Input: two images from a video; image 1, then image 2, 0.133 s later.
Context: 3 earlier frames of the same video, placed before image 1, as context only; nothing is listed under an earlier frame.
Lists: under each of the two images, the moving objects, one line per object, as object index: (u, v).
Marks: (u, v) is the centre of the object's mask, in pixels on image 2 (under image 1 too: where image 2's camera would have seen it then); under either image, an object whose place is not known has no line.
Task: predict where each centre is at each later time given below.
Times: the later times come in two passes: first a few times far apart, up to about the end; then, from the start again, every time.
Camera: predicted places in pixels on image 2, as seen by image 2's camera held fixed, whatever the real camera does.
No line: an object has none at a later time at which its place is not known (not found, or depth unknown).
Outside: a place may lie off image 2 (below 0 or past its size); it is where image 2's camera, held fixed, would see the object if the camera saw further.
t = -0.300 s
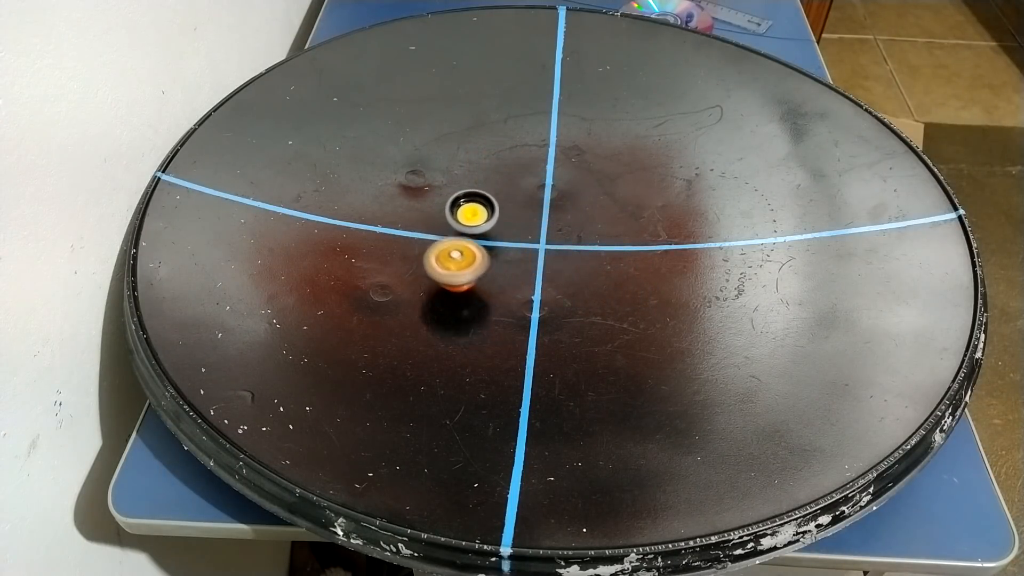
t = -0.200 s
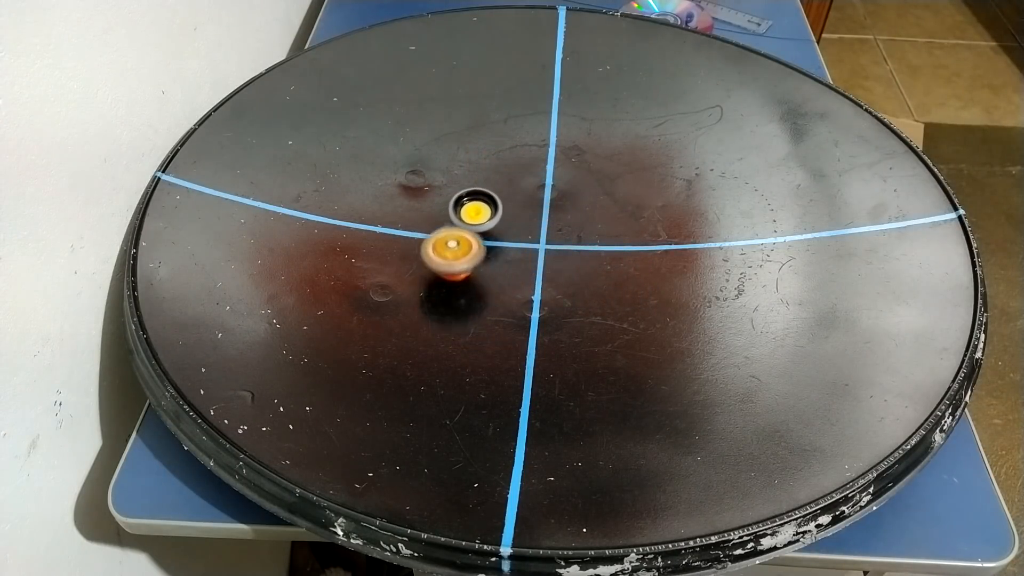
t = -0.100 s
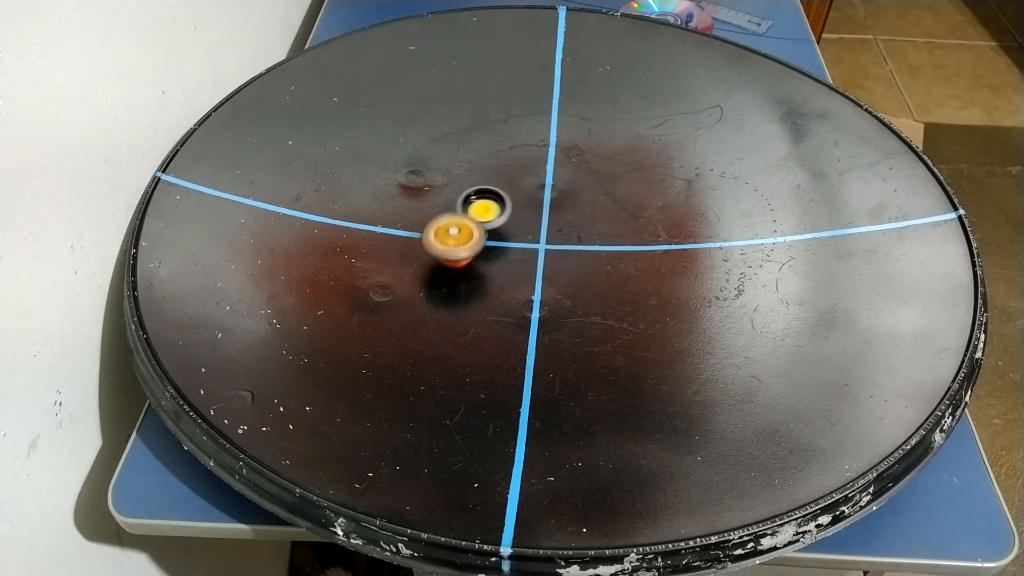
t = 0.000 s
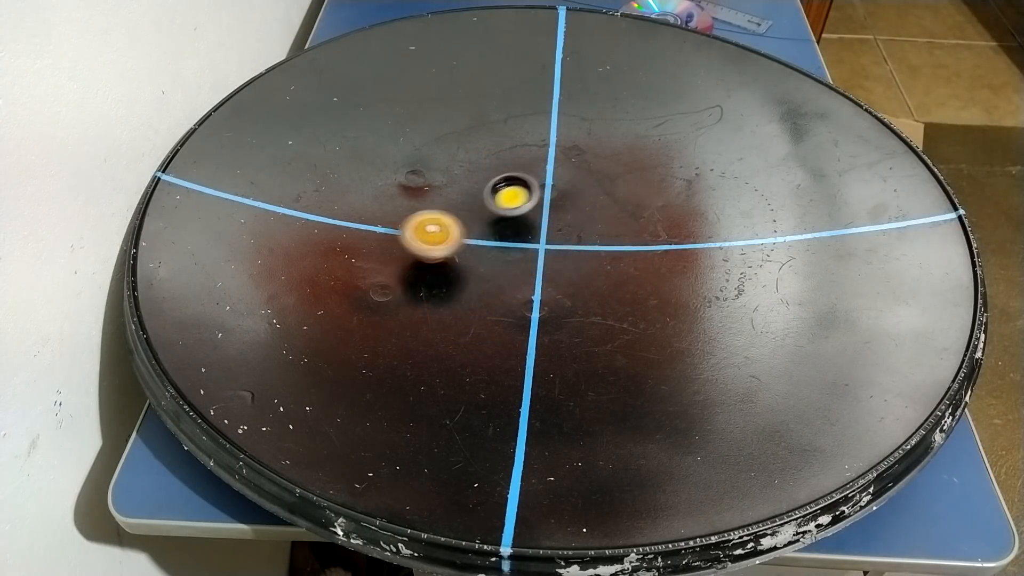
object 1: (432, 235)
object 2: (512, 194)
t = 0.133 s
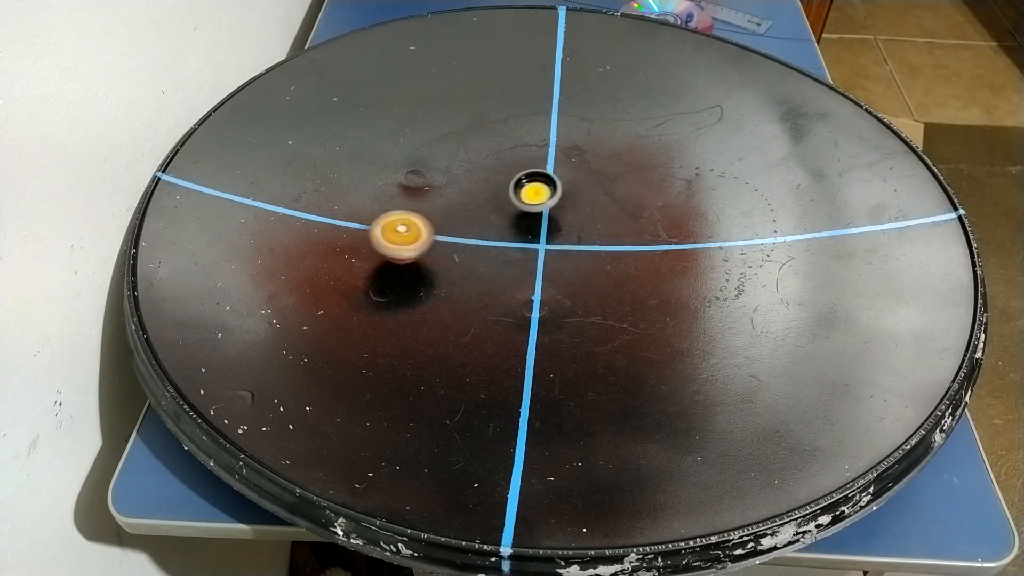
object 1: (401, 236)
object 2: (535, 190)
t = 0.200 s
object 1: (389, 235)
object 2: (540, 191)
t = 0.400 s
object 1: (376, 228)
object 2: (550, 194)
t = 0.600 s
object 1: (399, 219)
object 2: (553, 199)
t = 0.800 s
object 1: (449, 216)
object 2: (553, 203)
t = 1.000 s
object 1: (504, 218)
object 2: (557, 201)
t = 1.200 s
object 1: (477, 224)
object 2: (589, 209)
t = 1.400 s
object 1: (454, 227)
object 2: (582, 214)
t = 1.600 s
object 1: (442, 225)
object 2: (574, 218)
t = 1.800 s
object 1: (446, 221)
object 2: (559, 225)
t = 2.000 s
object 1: (467, 218)
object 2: (528, 233)
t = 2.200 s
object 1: (472, 192)
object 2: (510, 253)
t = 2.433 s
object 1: (492, 170)
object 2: (501, 252)
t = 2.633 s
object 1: (515, 169)
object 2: (493, 248)
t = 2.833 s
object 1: (533, 181)
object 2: (488, 242)
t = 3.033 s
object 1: (543, 205)
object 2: (484, 235)
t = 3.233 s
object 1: (537, 235)
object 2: (482, 229)
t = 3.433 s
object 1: (512, 259)
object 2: (483, 221)
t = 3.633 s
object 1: (481, 266)
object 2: (489, 217)
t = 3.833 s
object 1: (454, 257)
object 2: (495, 213)
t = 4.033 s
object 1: (445, 237)
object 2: (502, 210)
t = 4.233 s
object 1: (452, 210)
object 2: (511, 210)
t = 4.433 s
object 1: (441, 186)
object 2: (519, 215)
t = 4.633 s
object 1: (450, 175)
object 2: (525, 219)
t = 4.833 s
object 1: (458, 176)
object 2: (528, 224)
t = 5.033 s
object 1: (480, 183)
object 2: (527, 230)
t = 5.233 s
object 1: (511, 194)
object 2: (523, 238)
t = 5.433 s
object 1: (526, 157)
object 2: (517, 248)
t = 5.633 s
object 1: (543, 137)
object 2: (507, 248)
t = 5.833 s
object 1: (550, 140)
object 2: (496, 243)
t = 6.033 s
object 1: (547, 168)
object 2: (488, 237)
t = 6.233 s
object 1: (525, 205)
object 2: (481, 229)
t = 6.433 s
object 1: (532, 248)
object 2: (455, 218)
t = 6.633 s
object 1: (534, 289)
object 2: (453, 210)
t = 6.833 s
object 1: (516, 309)
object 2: (457, 205)
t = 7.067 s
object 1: (493, 297)
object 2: (467, 200)
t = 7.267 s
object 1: (484, 263)
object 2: (478, 199)
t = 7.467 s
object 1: (475, 238)
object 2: (502, 185)
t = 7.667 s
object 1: (452, 234)
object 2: (532, 171)
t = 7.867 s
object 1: (443, 223)
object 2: (538, 177)
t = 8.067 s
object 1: (451, 212)
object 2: (540, 185)
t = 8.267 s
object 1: (475, 205)
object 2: (541, 194)
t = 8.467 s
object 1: (480, 205)
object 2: (545, 202)
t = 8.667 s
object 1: (469, 211)
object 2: (536, 211)
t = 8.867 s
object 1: (463, 217)
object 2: (523, 218)
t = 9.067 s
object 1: (453, 223)
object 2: (514, 220)
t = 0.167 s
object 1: (395, 235)
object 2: (538, 191)
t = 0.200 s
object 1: (389, 235)
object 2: (540, 191)
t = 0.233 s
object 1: (384, 234)
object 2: (542, 191)
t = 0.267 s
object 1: (380, 232)
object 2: (544, 192)
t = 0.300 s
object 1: (378, 231)
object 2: (545, 192)
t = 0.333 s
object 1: (376, 230)
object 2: (547, 192)
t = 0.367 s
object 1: (376, 229)
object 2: (548, 193)
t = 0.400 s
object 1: (376, 228)
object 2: (550, 194)
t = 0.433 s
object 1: (376, 226)
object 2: (550, 194)
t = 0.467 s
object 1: (379, 224)
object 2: (551, 195)
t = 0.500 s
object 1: (383, 223)
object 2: (552, 196)
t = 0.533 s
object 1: (387, 221)
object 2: (552, 197)
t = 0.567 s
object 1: (393, 220)
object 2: (553, 198)
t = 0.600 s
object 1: (399, 219)
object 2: (553, 199)
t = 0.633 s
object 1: (406, 218)
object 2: (553, 200)
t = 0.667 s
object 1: (414, 217)
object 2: (553, 201)
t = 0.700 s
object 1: (422, 217)
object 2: (553, 202)
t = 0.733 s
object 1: (431, 216)
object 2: (553, 203)
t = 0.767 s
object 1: (440, 216)
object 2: (553, 203)
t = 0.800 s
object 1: (449, 216)
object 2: (553, 203)
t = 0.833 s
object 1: (459, 216)
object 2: (553, 202)
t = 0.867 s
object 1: (469, 216)
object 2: (554, 202)
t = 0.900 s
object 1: (478, 217)
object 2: (555, 202)
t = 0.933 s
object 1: (487, 217)
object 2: (555, 202)
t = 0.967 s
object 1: (496, 217)
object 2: (555, 202)
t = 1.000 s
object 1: (504, 218)
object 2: (557, 201)
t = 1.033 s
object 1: (502, 218)
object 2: (567, 202)
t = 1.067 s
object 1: (496, 219)
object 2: (578, 202)
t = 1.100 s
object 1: (491, 220)
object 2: (584, 204)
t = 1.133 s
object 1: (486, 222)
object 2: (588, 206)
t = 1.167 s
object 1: (482, 223)
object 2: (589, 208)
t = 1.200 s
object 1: (477, 224)
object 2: (589, 209)
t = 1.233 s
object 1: (472, 225)
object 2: (588, 210)
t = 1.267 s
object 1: (468, 226)
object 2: (587, 211)
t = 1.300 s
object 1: (463, 226)
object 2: (586, 211)
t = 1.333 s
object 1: (460, 227)
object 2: (584, 212)
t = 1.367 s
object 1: (456, 227)
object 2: (583, 213)
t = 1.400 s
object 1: (454, 227)
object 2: (582, 214)
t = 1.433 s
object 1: (451, 227)
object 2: (581, 215)
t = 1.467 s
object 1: (449, 227)
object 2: (580, 215)
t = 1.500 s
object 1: (447, 227)
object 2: (579, 216)
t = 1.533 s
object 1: (445, 226)
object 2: (578, 217)
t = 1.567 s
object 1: (443, 226)
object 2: (576, 217)
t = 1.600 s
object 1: (442, 225)
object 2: (574, 218)
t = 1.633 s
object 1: (442, 225)
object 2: (573, 219)
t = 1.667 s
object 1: (442, 224)
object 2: (571, 219)
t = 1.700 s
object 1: (442, 223)
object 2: (568, 220)
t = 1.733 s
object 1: (444, 222)
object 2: (566, 221)
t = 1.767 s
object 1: (445, 221)
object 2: (563, 223)
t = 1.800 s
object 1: (446, 221)
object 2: (559, 225)
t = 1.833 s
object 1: (449, 220)
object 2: (555, 226)
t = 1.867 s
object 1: (451, 220)
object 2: (549, 228)
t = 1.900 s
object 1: (455, 219)
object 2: (543, 229)
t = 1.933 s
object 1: (459, 219)
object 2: (538, 231)
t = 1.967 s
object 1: (463, 219)
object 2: (533, 232)
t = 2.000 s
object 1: (467, 218)
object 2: (528, 233)
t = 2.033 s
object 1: (469, 215)
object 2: (523, 237)
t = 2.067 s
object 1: (469, 210)
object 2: (521, 243)
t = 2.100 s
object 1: (469, 205)
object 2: (519, 247)
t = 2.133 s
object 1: (470, 200)
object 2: (515, 250)
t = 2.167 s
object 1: (471, 196)
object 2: (512, 252)
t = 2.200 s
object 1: (472, 192)
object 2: (510, 253)
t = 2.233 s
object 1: (474, 188)
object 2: (509, 253)
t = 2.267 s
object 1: (476, 184)
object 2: (508, 253)
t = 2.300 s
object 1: (479, 180)
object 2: (506, 253)
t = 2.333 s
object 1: (482, 177)
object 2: (505, 253)
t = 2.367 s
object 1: (485, 174)
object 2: (504, 252)
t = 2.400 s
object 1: (488, 172)
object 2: (503, 252)
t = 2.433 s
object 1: (492, 170)
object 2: (501, 252)
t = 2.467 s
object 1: (495, 169)
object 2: (500, 251)
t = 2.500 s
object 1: (499, 168)
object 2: (499, 251)
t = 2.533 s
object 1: (503, 168)
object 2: (497, 250)
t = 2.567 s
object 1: (507, 168)
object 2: (496, 249)
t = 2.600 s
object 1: (511, 168)
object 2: (495, 248)
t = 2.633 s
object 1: (515, 169)
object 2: (493, 248)
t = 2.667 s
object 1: (518, 171)
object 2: (492, 247)
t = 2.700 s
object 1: (522, 173)
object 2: (491, 246)
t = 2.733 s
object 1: (525, 175)
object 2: (490, 245)
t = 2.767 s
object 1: (528, 176)
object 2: (489, 244)
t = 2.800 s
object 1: (531, 179)
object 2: (489, 243)
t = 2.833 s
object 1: (533, 181)
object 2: (488, 242)
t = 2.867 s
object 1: (535, 184)
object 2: (487, 241)
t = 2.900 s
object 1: (537, 188)
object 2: (486, 240)
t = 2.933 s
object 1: (539, 192)
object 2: (486, 239)
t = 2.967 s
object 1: (540, 195)
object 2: (485, 238)
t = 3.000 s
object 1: (542, 200)
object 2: (485, 237)
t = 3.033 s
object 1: (543, 205)
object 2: (484, 235)
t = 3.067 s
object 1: (544, 210)
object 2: (484, 234)
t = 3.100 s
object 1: (544, 215)
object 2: (484, 233)
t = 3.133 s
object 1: (543, 220)
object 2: (484, 232)
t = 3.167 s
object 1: (542, 225)
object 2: (483, 231)
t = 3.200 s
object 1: (540, 230)
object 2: (483, 230)
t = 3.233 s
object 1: (537, 235)
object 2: (482, 229)
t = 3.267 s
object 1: (534, 240)
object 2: (482, 227)
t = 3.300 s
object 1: (530, 244)
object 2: (482, 226)
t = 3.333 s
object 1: (526, 249)
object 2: (482, 224)
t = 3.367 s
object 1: (522, 252)
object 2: (482, 223)
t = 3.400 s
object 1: (517, 256)
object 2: (483, 222)
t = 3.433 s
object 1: (512, 259)
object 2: (483, 221)
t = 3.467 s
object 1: (506, 261)
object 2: (485, 220)
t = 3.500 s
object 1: (501, 263)
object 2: (486, 219)
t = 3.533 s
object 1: (496, 265)
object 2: (487, 219)
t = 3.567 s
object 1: (491, 266)
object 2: (487, 218)
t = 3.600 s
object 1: (485, 266)
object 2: (488, 217)
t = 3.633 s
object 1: (481, 266)
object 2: (489, 217)
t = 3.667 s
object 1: (476, 266)
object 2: (490, 216)
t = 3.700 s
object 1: (471, 265)
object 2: (491, 215)
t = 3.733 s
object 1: (466, 264)
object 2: (492, 214)
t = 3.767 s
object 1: (461, 262)
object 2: (493, 214)
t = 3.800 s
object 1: (458, 260)
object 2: (494, 213)
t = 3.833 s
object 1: (454, 257)
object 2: (495, 213)
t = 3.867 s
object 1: (451, 255)
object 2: (496, 212)
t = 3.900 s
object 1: (449, 251)
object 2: (497, 212)
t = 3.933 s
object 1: (447, 248)
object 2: (498, 211)
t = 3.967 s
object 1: (446, 244)
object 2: (499, 211)
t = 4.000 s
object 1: (445, 241)
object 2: (501, 211)
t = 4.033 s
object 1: (445, 237)
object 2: (502, 210)
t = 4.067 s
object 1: (445, 232)
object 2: (503, 210)
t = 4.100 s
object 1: (446, 228)
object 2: (504, 210)
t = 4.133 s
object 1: (448, 224)
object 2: (505, 210)
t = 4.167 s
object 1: (450, 220)
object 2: (507, 210)
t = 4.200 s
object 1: (453, 215)
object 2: (508, 210)
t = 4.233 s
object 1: (452, 210)
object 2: (511, 210)
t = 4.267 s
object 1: (450, 205)
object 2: (514, 211)
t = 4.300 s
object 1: (447, 201)
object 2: (515, 213)
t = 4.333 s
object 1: (445, 197)
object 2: (516, 214)
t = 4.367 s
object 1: (443, 194)
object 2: (517, 214)
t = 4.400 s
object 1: (442, 190)
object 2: (518, 215)
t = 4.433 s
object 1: (441, 186)
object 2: (519, 215)
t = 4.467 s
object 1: (441, 183)
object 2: (520, 216)
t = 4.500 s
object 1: (442, 181)
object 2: (521, 217)
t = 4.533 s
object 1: (443, 179)
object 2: (522, 217)
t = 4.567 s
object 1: (445, 177)
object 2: (523, 218)
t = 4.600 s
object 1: (448, 175)
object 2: (524, 219)
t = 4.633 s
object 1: (450, 175)
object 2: (525, 219)
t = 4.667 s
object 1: (452, 175)
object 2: (526, 220)
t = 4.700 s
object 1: (454, 175)
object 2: (526, 221)
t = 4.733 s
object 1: (455, 175)
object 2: (527, 222)
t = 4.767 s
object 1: (456, 175)
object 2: (527, 223)
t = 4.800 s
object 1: (457, 175)
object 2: (527, 224)
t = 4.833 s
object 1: (458, 176)
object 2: (528, 224)
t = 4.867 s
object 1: (461, 177)
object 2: (528, 225)
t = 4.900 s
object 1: (464, 177)
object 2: (528, 226)
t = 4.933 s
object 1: (468, 179)
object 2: (528, 227)
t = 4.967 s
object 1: (472, 180)
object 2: (527, 228)
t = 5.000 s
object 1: (476, 182)
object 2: (527, 229)
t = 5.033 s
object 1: (480, 183)
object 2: (527, 230)
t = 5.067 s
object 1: (485, 186)
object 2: (526, 231)
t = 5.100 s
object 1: (491, 189)
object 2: (526, 232)
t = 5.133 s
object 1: (497, 192)
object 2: (525, 233)
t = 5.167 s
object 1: (502, 194)
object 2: (524, 233)
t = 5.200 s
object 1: (507, 196)
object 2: (524, 235)
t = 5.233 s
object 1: (511, 194)
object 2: (523, 238)
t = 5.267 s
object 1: (514, 189)
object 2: (525, 242)
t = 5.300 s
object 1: (516, 183)
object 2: (524, 245)
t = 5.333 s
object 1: (518, 176)
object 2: (522, 247)
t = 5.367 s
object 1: (520, 170)
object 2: (521, 248)
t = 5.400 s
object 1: (523, 163)
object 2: (519, 248)
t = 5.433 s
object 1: (526, 157)
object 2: (517, 248)
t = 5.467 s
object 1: (529, 152)
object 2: (516, 249)
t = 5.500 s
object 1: (532, 148)
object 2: (514, 249)
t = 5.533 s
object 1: (535, 145)
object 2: (512, 248)
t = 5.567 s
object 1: (538, 141)
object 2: (511, 248)
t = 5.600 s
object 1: (540, 139)
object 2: (509, 248)
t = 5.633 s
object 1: (543, 137)
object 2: (507, 248)
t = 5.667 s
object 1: (544, 136)
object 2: (505, 247)
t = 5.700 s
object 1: (545, 136)
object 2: (503, 246)
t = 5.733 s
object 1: (547, 136)
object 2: (501, 246)
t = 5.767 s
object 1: (548, 136)
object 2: (500, 245)
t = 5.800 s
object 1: (549, 138)
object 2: (498, 244)
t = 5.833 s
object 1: (550, 140)
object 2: (496, 243)
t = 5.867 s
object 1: (550, 143)
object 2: (495, 243)
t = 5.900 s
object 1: (550, 147)
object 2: (494, 241)
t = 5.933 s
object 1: (550, 151)
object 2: (492, 240)
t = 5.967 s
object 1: (550, 156)
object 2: (491, 239)
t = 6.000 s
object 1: (550, 162)
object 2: (490, 238)
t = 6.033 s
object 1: (547, 168)
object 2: (488, 237)
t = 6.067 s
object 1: (544, 174)
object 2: (487, 236)
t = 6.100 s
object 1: (542, 180)
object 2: (486, 234)
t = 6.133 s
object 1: (538, 186)
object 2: (485, 233)
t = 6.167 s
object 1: (533, 192)
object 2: (484, 232)
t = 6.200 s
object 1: (529, 199)
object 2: (483, 231)
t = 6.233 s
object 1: (525, 205)
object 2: (481, 229)
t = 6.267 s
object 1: (525, 211)
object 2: (476, 230)
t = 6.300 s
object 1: (523, 216)
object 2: (472, 230)
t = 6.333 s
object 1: (526, 224)
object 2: (465, 226)
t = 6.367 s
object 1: (529, 233)
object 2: (460, 223)
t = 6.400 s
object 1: (530, 240)
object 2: (457, 220)
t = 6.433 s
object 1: (532, 248)
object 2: (455, 218)
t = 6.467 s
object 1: (533, 255)
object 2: (454, 216)
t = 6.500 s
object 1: (534, 263)
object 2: (454, 215)
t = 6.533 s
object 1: (535, 270)
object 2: (453, 214)
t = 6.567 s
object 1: (536, 277)
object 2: (453, 213)
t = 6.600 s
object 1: (535, 283)
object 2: (453, 212)
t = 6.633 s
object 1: (534, 289)
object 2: (453, 210)
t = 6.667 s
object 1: (533, 294)
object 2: (453, 209)
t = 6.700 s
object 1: (530, 299)
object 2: (454, 208)
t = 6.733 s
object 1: (526, 302)
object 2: (454, 207)
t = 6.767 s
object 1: (523, 305)
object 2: (455, 206)
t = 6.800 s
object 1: (520, 307)
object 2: (456, 205)
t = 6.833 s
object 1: (516, 309)
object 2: (457, 205)
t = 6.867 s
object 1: (513, 310)
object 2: (458, 204)
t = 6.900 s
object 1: (509, 310)
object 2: (460, 203)
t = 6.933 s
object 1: (505, 309)
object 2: (461, 202)
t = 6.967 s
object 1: (502, 307)
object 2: (462, 201)
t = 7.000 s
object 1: (498, 305)
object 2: (464, 201)
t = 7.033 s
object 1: (495, 301)
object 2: (465, 200)
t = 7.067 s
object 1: (493, 297)
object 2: (467, 200)
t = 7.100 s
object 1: (491, 292)
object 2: (469, 200)
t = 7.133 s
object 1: (488, 287)
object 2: (470, 200)
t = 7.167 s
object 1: (487, 281)
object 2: (472, 199)
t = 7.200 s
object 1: (486, 276)
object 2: (474, 199)
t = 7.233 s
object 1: (485, 270)
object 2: (476, 199)
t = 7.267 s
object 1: (484, 263)
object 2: (478, 199)
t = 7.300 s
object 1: (484, 257)
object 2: (480, 199)
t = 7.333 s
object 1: (484, 250)
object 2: (482, 200)
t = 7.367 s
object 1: (484, 243)
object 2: (484, 198)
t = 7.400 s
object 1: (484, 237)
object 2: (487, 197)
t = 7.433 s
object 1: (481, 236)
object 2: (493, 192)
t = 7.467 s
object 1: (475, 238)
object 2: (502, 185)
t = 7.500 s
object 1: (470, 239)
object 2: (509, 178)
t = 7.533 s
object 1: (466, 238)
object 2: (517, 173)
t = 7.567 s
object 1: (462, 237)
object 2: (521, 170)
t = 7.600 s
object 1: (458, 236)
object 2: (525, 170)
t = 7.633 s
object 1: (455, 235)
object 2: (529, 171)
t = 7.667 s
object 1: (452, 234)
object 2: (532, 171)
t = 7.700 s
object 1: (449, 232)
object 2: (533, 172)
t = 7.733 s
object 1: (447, 230)
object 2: (535, 173)
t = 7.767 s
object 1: (445, 229)
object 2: (536, 174)
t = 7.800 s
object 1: (444, 227)
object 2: (537, 174)
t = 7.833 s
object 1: (443, 225)
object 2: (538, 176)
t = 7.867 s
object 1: (443, 223)
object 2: (538, 177)
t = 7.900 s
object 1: (443, 221)
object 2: (539, 179)
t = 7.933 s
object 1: (443, 219)
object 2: (539, 180)
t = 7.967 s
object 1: (445, 217)
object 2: (539, 182)
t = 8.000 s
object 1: (447, 215)
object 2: (539, 183)
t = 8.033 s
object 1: (449, 213)
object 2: (539, 184)
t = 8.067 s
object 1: (451, 212)
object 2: (540, 185)
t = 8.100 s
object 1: (454, 210)
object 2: (540, 186)
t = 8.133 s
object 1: (458, 209)
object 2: (541, 188)
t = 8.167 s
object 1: (462, 207)
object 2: (541, 189)
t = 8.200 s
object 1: (466, 206)
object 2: (541, 190)
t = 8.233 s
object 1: (471, 205)
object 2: (541, 192)
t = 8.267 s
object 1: (475, 205)
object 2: (541, 194)
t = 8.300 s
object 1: (480, 204)
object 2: (540, 195)
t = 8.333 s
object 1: (485, 204)
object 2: (540, 197)
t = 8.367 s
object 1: (487, 204)
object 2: (542, 198)
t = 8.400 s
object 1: (485, 204)
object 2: (544, 199)
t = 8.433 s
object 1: (482, 205)
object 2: (545, 200)
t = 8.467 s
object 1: (480, 205)
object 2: (545, 202)
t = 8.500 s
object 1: (478, 206)
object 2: (543, 203)
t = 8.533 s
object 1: (476, 206)
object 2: (542, 205)
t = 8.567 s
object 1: (474, 207)
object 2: (541, 207)
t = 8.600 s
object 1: (472, 208)
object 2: (539, 208)
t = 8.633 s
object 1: (471, 210)
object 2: (538, 210)
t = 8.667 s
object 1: (469, 211)
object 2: (536, 211)
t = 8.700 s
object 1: (468, 212)
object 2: (534, 213)
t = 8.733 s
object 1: (467, 213)
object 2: (532, 214)
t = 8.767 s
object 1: (465, 214)
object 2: (530, 215)
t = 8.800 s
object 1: (465, 215)
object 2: (527, 216)
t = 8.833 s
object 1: (464, 216)
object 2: (525, 217)
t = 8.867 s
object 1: (463, 217)
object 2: (523, 218)
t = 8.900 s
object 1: (461, 218)
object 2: (522, 218)
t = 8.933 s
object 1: (459, 220)
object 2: (519, 219)
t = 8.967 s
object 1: (457, 221)
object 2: (518, 219)
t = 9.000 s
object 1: (455, 222)
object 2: (516, 219)
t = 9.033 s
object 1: (454, 222)
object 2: (514, 220)
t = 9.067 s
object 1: (453, 223)
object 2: (514, 220)
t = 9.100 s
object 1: (450, 223)
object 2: (515, 220)
